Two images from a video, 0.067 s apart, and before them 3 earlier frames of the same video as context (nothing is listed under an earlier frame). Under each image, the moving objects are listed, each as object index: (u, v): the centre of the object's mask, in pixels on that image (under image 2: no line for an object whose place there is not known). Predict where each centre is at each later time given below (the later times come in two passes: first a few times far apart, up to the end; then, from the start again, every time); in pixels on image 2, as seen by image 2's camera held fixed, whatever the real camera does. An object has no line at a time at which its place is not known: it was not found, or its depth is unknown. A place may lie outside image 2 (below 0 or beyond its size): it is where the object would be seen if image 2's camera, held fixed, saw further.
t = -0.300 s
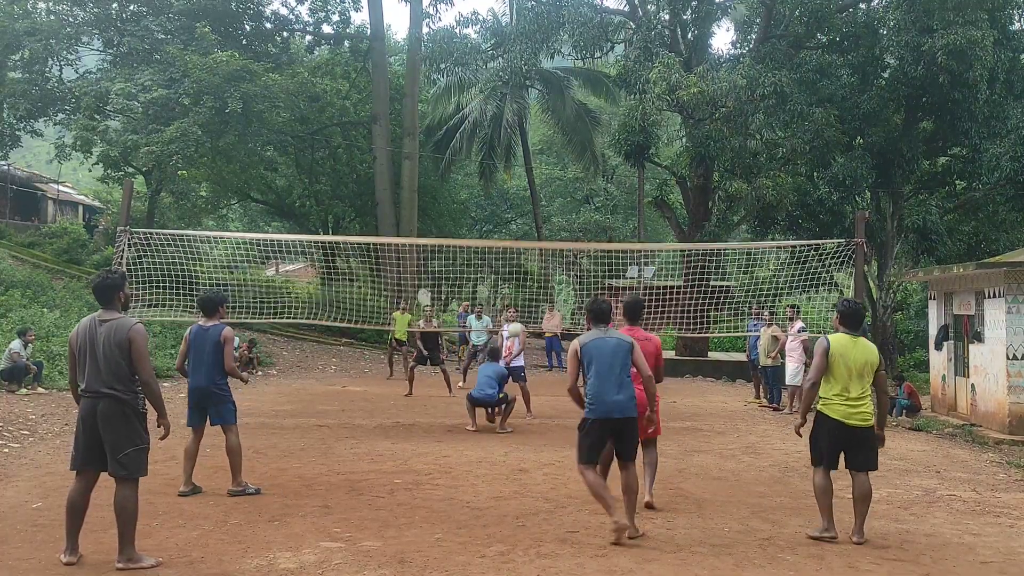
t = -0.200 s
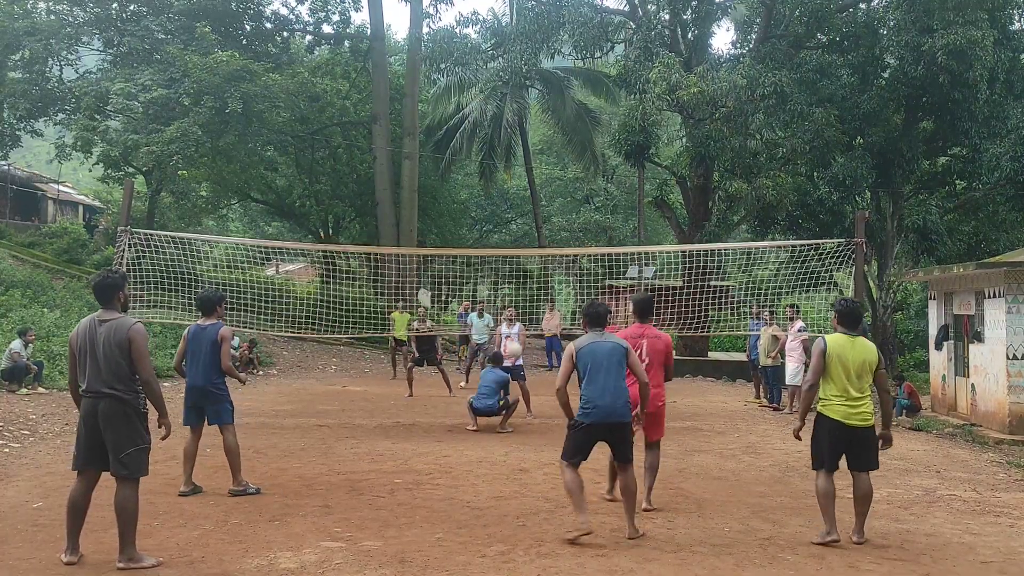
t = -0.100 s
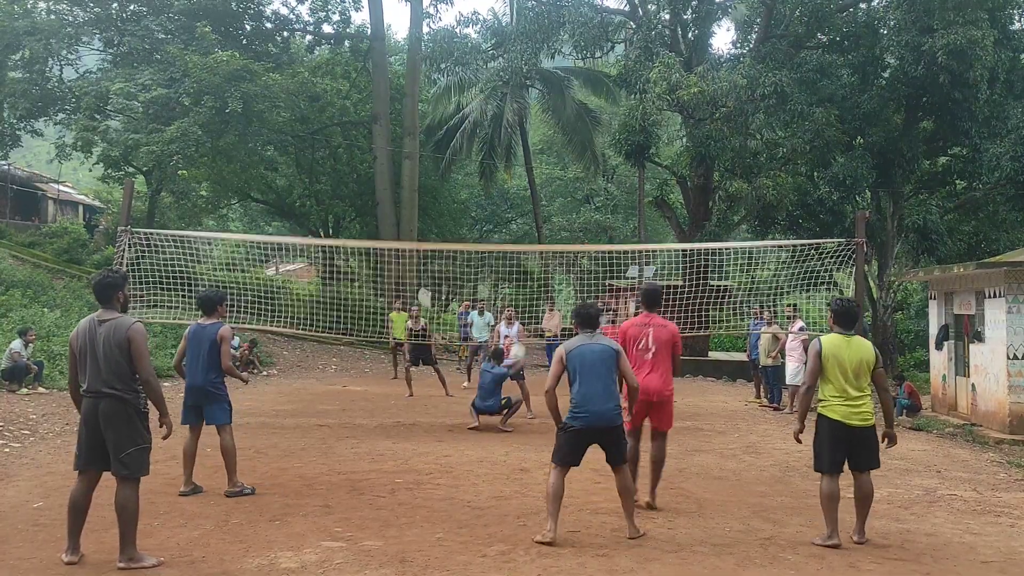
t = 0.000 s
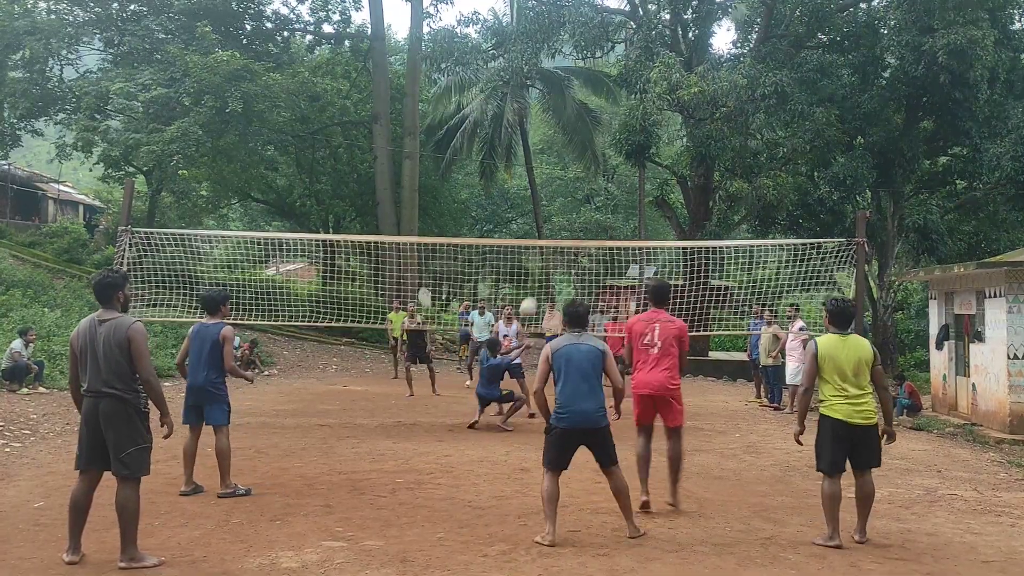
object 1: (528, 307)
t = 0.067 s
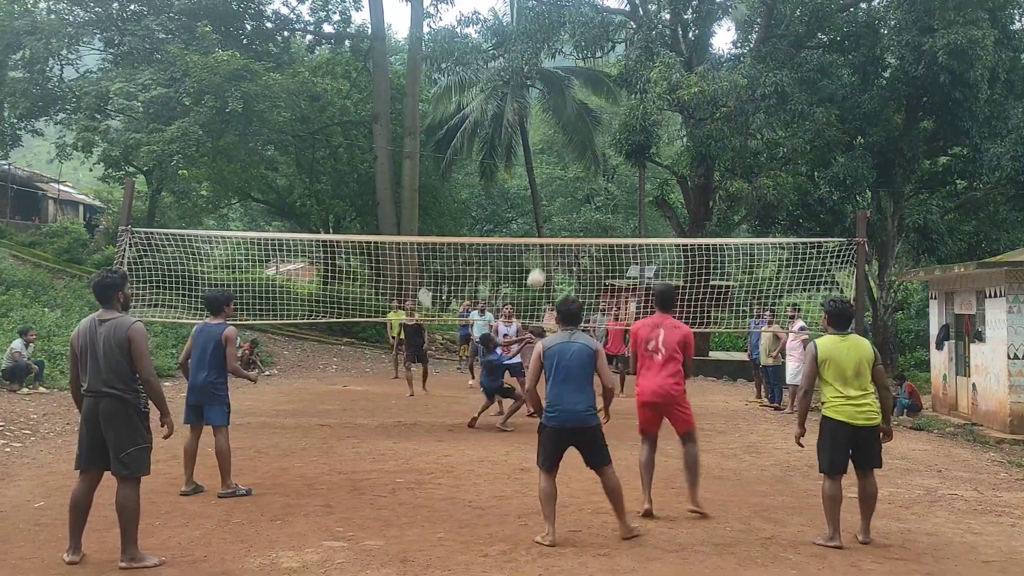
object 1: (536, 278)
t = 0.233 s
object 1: (557, 221)
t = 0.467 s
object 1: (590, 170)
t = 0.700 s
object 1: (630, 165)
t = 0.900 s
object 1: (671, 210)
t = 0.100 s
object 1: (540, 265)
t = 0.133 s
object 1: (544, 253)
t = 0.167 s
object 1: (549, 240)
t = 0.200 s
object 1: (553, 230)
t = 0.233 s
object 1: (557, 221)
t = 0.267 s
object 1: (562, 211)
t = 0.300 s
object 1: (566, 202)
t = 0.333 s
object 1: (570, 194)
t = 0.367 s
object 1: (575, 187)
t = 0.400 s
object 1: (580, 180)
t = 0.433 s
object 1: (585, 174)
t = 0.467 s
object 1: (590, 170)
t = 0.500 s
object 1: (596, 166)
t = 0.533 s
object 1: (601, 164)
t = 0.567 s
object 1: (606, 162)
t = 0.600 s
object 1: (612, 161)
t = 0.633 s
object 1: (618, 161)
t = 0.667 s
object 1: (624, 162)
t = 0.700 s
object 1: (630, 165)
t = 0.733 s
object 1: (636, 169)
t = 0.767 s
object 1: (643, 175)
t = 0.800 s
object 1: (649, 181)
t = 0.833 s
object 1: (656, 189)
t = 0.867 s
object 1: (663, 199)
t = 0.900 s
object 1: (671, 210)
